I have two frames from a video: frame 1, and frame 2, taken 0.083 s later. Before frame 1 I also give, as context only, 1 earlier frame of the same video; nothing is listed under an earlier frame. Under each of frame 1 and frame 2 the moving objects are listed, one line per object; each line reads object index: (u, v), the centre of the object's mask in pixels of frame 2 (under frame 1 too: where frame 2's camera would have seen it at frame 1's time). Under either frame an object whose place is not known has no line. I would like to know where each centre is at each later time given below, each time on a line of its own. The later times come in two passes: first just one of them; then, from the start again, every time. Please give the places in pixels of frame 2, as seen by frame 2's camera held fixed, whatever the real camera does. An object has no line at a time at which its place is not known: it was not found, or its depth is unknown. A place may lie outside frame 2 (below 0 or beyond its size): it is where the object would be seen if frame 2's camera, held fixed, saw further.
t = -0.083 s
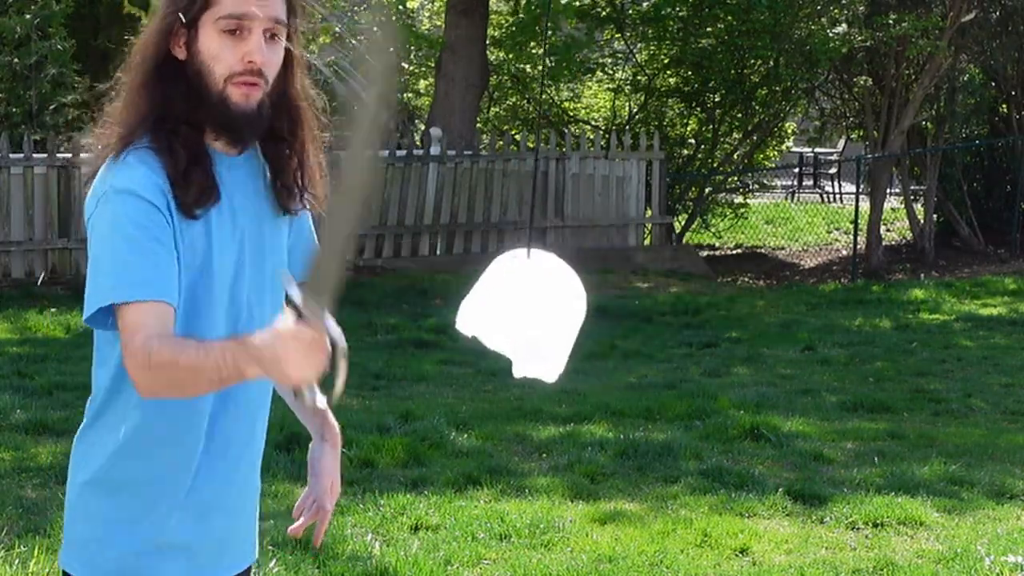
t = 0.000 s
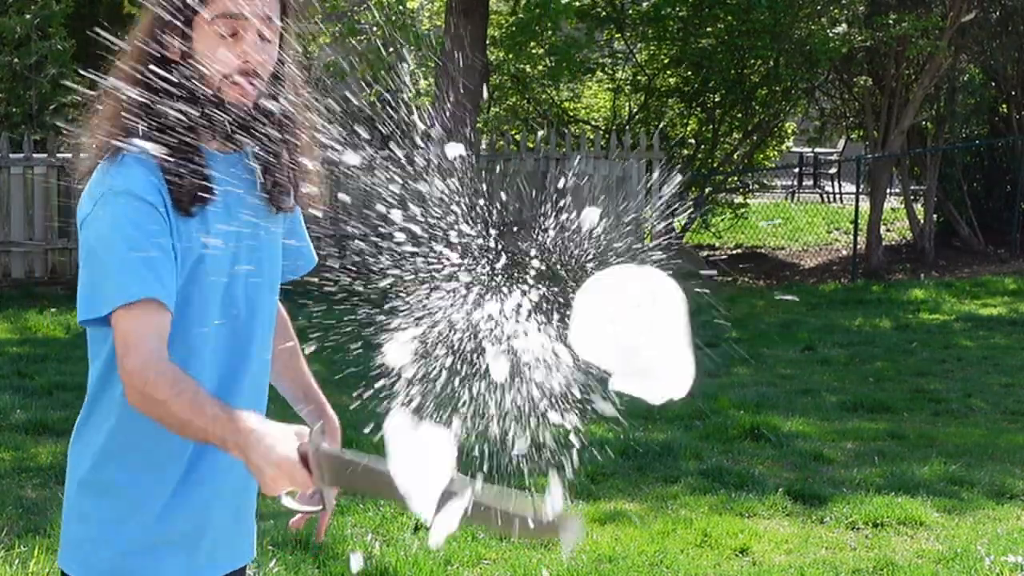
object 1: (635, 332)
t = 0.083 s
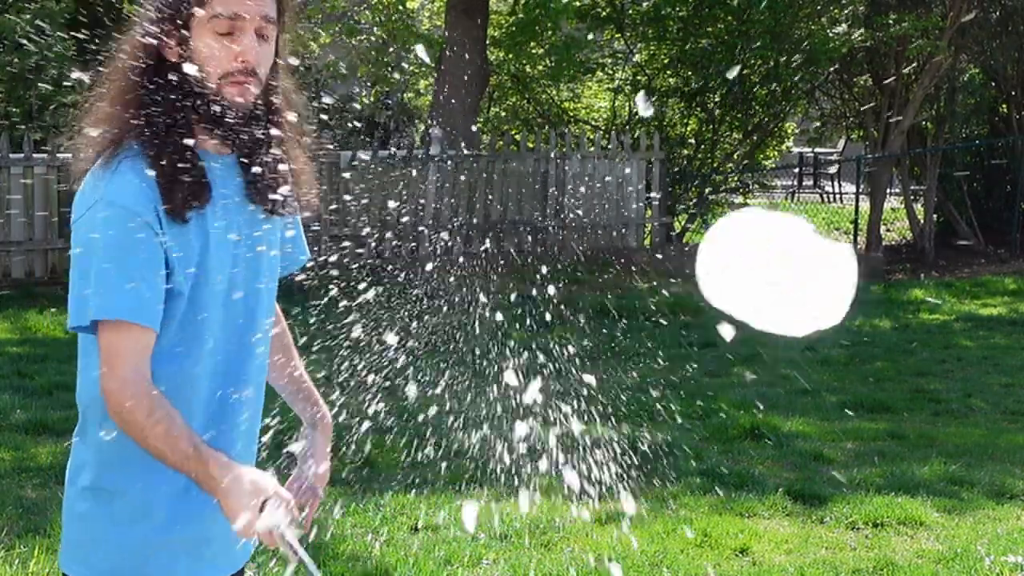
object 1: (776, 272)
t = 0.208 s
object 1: (932, 210)
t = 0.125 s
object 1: (840, 251)
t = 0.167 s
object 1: (895, 233)
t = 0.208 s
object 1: (932, 210)
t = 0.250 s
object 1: (953, 174)
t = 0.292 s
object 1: (968, 146)
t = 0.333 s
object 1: (978, 131)
